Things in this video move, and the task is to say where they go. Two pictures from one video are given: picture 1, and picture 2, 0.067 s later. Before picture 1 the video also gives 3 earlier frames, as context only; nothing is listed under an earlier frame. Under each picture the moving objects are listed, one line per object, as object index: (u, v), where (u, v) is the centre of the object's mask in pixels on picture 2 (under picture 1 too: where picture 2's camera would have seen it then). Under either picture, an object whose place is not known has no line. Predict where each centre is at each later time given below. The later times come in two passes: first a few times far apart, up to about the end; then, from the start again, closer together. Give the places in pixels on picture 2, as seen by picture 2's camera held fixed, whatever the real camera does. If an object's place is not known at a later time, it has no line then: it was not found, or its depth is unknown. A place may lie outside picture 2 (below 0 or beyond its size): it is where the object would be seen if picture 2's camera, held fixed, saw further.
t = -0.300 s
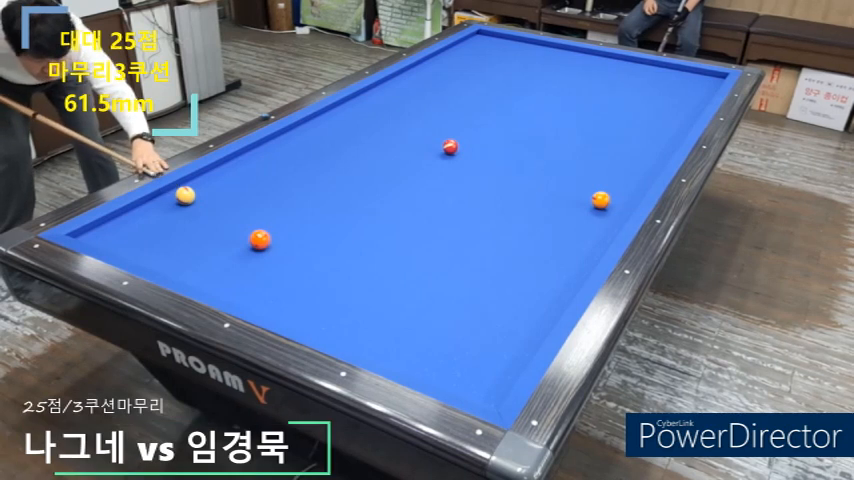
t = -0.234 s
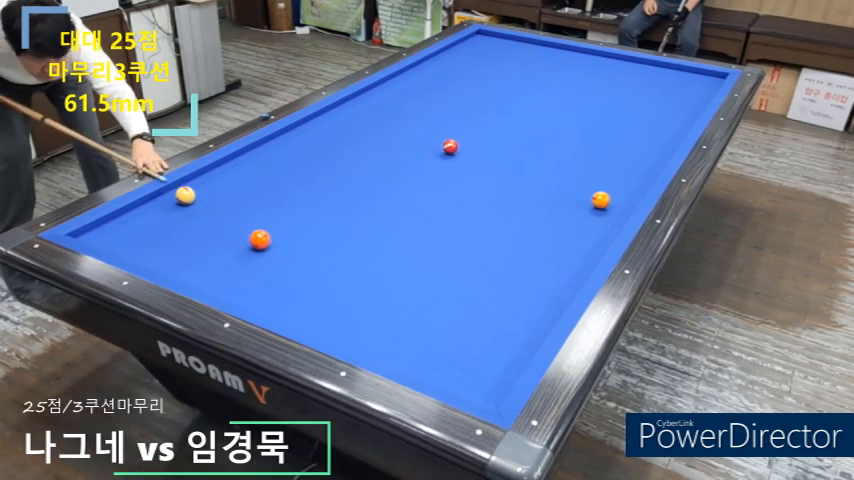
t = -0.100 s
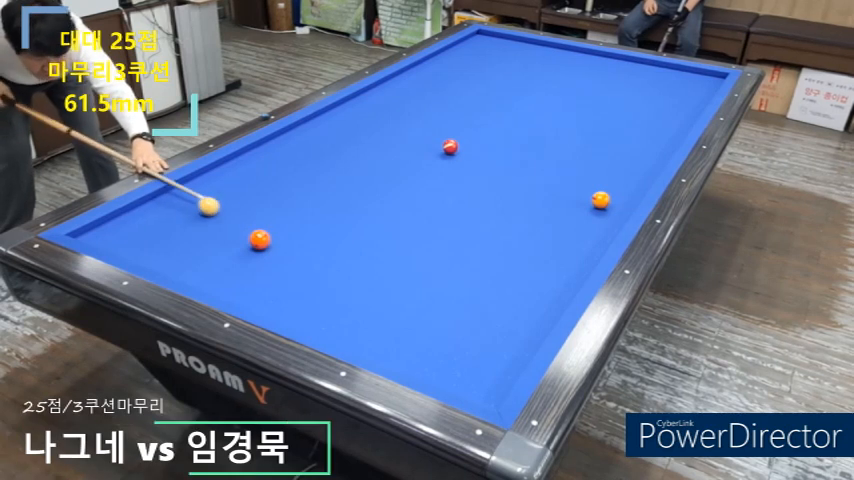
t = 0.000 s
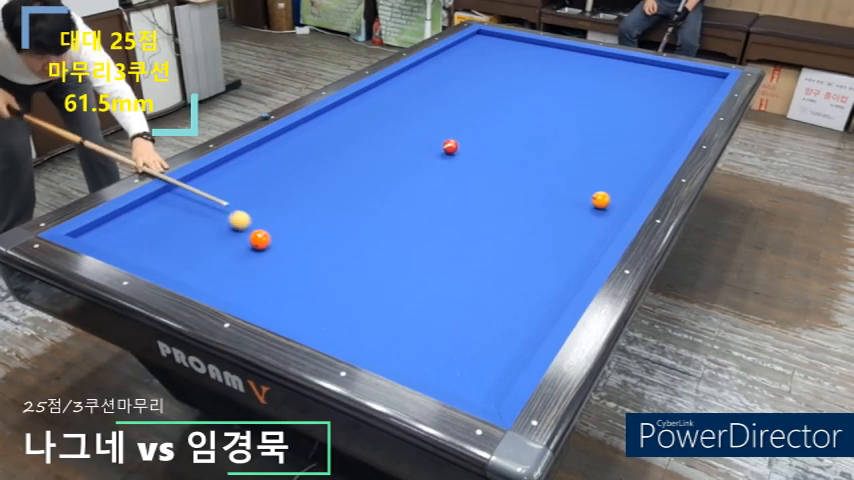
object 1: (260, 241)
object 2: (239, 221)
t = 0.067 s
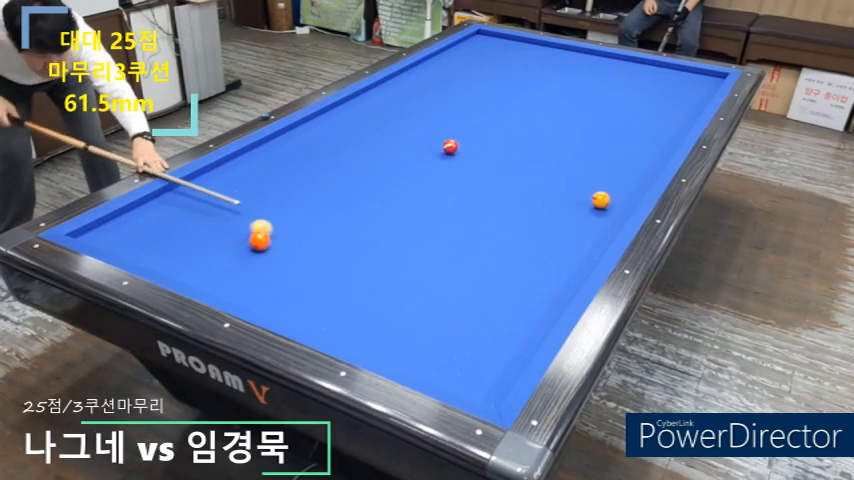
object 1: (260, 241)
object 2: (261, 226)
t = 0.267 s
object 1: (261, 273)
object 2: (324, 231)
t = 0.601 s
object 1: (277, 306)
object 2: (427, 237)
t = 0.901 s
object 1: (324, 302)
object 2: (518, 243)
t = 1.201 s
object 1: (368, 299)
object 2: (593, 244)
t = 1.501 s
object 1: (410, 296)
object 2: (563, 214)
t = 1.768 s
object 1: (445, 293)
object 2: (542, 191)
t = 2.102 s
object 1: (486, 290)
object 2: (520, 167)
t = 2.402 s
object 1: (521, 287)
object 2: (502, 148)
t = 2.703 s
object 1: (555, 284)
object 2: (486, 131)
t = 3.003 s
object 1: (570, 278)
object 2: (473, 116)
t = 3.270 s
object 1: (564, 267)
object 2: (462, 104)
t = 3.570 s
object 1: (557, 257)
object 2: (450, 91)
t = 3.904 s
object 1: (551, 247)
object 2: (439, 79)
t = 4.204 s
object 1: (546, 239)
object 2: (430, 69)
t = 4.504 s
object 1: (542, 231)
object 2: (427, 61)
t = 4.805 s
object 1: (537, 225)
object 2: (442, 60)
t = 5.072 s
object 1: (534, 220)
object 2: (455, 59)
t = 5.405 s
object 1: (530, 214)
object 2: (470, 58)
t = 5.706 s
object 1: (527, 210)
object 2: (482, 57)
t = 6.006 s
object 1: (524, 206)
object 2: (494, 56)
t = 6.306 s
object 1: (522, 203)
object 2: (505, 55)
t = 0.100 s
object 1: (260, 247)
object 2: (272, 229)
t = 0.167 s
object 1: (261, 258)
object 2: (293, 229)
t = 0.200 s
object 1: (261, 263)
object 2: (303, 230)
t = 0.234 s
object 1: (261, 268)
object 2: (314, 230)
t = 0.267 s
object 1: (261, 273)
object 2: (324, 231)
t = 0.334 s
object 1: (262, 282)
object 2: (345, 232)
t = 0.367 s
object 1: (262, 286)
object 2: (355, 233)
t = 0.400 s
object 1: (262, 291)
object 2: (365, 234)
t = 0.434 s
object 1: (262, 296)
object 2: (376, 234)
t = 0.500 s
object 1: (264, 304)
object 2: (396, 236)
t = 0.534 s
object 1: (265, 306)
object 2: (406, 236)
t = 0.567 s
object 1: (272, 306)
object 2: (416, 237)
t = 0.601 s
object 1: (277, 306)
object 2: (427, 237)
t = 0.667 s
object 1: (288, 305)
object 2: (447, 239)
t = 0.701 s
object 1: (293, 305)
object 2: (457, 239)
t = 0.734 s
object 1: (298, 305)
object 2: (467, 240)
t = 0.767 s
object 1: (303, 304)
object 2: (477, 241)
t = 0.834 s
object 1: (314, 304)
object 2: (497, 242)
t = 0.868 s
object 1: (319, 303)
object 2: (508, 242)
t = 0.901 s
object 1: (324, 302)
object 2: (518, 243)
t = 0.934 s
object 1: (329, 302)
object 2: (528, 244)
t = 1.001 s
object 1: (339, 301)
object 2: (548, 245)
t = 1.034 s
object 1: (344, 301)
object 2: (559, 246)
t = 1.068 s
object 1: (349, 301)
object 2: (569, 246)
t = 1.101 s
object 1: (354, 300)
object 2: (579, 247)
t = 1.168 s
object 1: (363, 299)
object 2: (597, 247)
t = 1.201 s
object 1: (368, 299)
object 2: (593, 244)
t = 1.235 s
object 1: (373, 299)
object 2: (588, 240)
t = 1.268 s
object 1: (378, 298)
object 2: (584, 236)
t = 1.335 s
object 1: (387, 297)
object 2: (578, 229)
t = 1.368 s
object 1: (392, 297)
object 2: (575, 226)
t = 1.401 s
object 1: (396, 297)
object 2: (572, 223)
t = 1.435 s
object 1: (401, 296)
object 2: (569, 220)
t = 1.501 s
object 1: (410, 296)
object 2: (563, 214)
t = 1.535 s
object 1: (414, 296)
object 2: (560, 211)
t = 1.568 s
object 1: (419, 295)
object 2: (558, 208)
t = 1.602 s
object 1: (423, 294)
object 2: (555, 205)
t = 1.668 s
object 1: (432, 294)
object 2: (550, 199)
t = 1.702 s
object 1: (436, 294)
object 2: (547, 197)
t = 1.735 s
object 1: (440, 293)
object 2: (545, 194)
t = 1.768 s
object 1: (445, 293)
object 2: (542, 191)
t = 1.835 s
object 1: (453, 292)
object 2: (538, 186)
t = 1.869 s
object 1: (457, 292)
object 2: (535, 184)
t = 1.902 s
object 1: (462, 292)
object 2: (533, 181)
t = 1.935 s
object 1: (466, 291)
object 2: (531, 179)
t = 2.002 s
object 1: (474, 291)
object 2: (526, 174)
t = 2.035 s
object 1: (478, 290)
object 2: (524, 171)
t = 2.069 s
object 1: (482, 290)
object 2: (522, 169)
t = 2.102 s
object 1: (486, 290)
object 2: (520, 167)
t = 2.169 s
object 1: (494, 289)
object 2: (516, 162)
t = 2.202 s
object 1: (498, 289)
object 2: (514, 160)
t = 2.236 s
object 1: (502, 289)
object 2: (512, 158)
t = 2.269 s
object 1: (506, 288)
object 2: (510, 156)
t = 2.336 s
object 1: (513, 288)
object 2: (506, 152)
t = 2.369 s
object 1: (517, 287)
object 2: (504, 150)
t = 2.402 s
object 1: (521, 287)
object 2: (502, 148)
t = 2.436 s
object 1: (525, 287)
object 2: (500, 146)
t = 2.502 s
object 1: (533, 286)
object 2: (497, 142)
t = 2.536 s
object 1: (536, 286)
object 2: (495, 140)
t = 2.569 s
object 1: (540, 286)
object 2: (493, 138)
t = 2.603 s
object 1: (544, 285)
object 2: (491, 136)
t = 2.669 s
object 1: (551, 285)
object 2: (488, 133)
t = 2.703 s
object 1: (555, 284)
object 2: (486, 131)
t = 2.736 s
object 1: (558, 284)
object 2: (485, 129)
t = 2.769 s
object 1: (562, 284)
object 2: (483, 127)
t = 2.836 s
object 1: (569, 283)
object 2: (480, 124)
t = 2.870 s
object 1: (572, 283)
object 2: (479, 122)
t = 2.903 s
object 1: (572, 282)
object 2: (477, 121)
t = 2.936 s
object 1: (571, 280)
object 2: (476, 119)
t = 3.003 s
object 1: (570, 278)
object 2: (473, 116)
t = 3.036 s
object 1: (569, 277)
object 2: (471, 114)
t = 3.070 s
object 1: (569, 275)
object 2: (470, 112)
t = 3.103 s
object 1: (568, 274)
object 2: (469, 111)
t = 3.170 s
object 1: (566, 271)
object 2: (466, 108)
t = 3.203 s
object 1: (565, 270)
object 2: (464, 106)
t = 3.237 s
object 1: (564, 269)
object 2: (463, 105)
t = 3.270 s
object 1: (564, 267)
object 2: (462, 104)
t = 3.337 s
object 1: (562, 265)
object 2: (459, 100)
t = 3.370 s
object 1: (561, 264)
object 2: (458, 99)
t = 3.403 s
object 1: (561, 263)
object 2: (456, 98)
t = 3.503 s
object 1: (558, 259)
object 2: (453, 94)
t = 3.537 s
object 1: (558, 258)
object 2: (451, 92)
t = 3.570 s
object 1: (557, 257)
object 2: (450, 91)
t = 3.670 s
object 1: (555, 254)
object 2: (447, 87)
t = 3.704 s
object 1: (555, 253)
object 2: (445, 86)
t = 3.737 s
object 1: (554, 252)
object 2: (444, 85)
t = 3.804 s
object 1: (553, 250)
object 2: (442, 82)
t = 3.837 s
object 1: (552, 249)
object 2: (441, 81)
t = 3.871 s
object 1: (552, 248)
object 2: (440, 80)
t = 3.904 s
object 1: (551, 247)
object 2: (439, 79)
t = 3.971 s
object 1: (550, 245)
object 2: (437, 77)
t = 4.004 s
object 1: (549, 244)
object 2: (436, 76)
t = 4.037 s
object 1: (549, 243)
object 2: (435, 74)
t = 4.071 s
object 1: (548, 242)
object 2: (434, 73)
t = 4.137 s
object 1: (547, 240)
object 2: (432, 71)
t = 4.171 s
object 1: (547, 239)
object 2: (431, 70)
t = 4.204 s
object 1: (546, 239)
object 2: (430, 69)
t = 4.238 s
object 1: (546, 238)
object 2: (429, 68)
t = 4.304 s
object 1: (544, 236)
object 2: (427, 66)
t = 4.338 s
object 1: (544, 235)
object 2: (426, 64)
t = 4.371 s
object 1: (543, 235)
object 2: (425, 64)
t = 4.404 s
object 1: (543, 234)
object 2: (424, 63)
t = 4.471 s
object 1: (542, 232)
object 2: (425, 61)
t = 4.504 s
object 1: (542, 231)
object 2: (427, 61)
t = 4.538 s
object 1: (541, 230)
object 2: (428, 61)
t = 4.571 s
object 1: (540, 230)
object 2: (430, 61)
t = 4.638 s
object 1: (540, 228)
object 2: (433, 61)
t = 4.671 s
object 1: (539, 227)
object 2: (435, 60)
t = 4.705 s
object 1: (538, 227)
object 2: (437, 60)
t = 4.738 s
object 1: (538, 226)
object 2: (439, 60)
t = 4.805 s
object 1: (537, 225)
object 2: (442, 60)
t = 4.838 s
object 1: (537, 224)
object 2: (443, 60)
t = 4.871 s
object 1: (536, 223)
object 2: (445, 60)
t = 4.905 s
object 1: (536, 223)
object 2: (446, 59)
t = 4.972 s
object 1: (535, 221)
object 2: (450, 59)
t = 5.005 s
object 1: (534, 221)
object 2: (451, 59)
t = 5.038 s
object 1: (534, 220)
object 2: (453, 59)
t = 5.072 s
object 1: (534, 220)
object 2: (455, 59)
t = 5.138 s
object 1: (533, 218)
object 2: (458, 59)
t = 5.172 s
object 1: (533, 218)
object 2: (459, 58)
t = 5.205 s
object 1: (532, 217)
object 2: (461, 58)
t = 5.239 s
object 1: (532, 217)
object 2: (462, 58)
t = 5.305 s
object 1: (531, 216)
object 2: (465, 58)
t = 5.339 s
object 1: (531, 215)
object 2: (467, 58)
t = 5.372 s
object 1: (530, 214)
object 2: (468, 58)
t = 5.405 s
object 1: (530, 214)
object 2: (470, 58)
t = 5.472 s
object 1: (529, 213)
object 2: (473, 57)
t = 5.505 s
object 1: (529, 213)
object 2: (474, 57)
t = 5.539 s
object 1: (528, 212)
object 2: (475, 57)
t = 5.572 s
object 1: (528, 211)
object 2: (477, 57)
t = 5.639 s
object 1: (527, 210)
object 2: (479, 57)
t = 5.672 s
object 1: (527, 210)
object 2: (481, 57)
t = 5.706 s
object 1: (527, 210)
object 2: (482, 57)
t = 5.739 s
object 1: (526, 209)
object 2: (484, 57)
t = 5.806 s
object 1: (526, 208)
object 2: (486, 56)
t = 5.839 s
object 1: (525, 208)
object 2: (487, 56)
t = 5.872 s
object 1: (525, 207)
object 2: (489, 56)
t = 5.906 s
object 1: (525, 207)
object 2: (490, 56)
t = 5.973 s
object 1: (524, 206)
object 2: (493, 56)
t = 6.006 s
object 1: (524, 206)
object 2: (494, 56)
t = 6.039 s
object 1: (523, 205)
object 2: (495, 56)
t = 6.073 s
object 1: (523, 205)
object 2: (496, 55)
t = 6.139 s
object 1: (523, 205)
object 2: (499, 55)
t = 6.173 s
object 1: (522, 204)
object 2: (500, 55)
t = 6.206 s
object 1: (522, 204)
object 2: (501, 55)
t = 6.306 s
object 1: (522, 203)
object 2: (505, 55)
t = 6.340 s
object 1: (521, 202)
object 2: (506, 55)
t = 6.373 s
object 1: (521, 202)
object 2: (507, 55)
